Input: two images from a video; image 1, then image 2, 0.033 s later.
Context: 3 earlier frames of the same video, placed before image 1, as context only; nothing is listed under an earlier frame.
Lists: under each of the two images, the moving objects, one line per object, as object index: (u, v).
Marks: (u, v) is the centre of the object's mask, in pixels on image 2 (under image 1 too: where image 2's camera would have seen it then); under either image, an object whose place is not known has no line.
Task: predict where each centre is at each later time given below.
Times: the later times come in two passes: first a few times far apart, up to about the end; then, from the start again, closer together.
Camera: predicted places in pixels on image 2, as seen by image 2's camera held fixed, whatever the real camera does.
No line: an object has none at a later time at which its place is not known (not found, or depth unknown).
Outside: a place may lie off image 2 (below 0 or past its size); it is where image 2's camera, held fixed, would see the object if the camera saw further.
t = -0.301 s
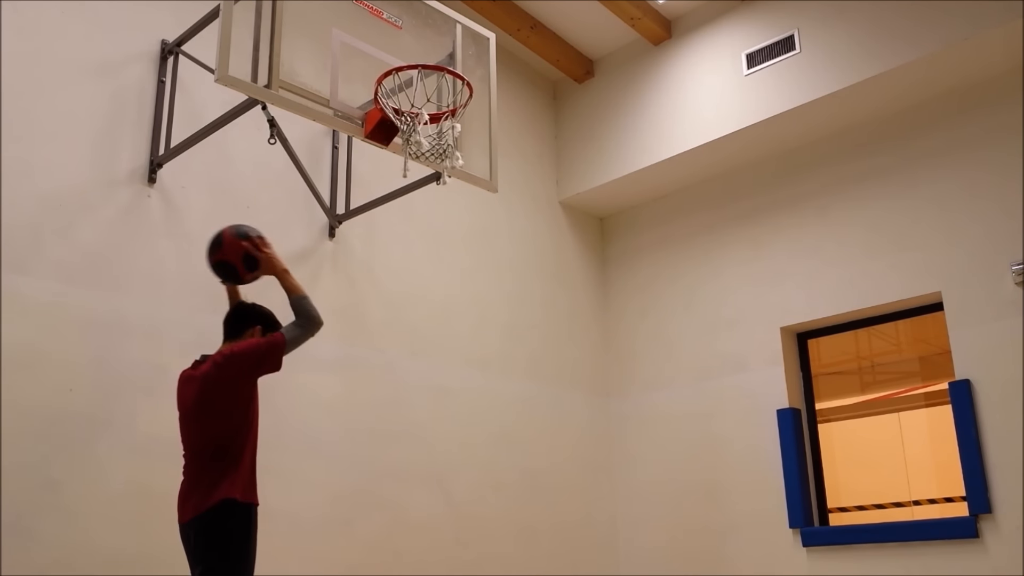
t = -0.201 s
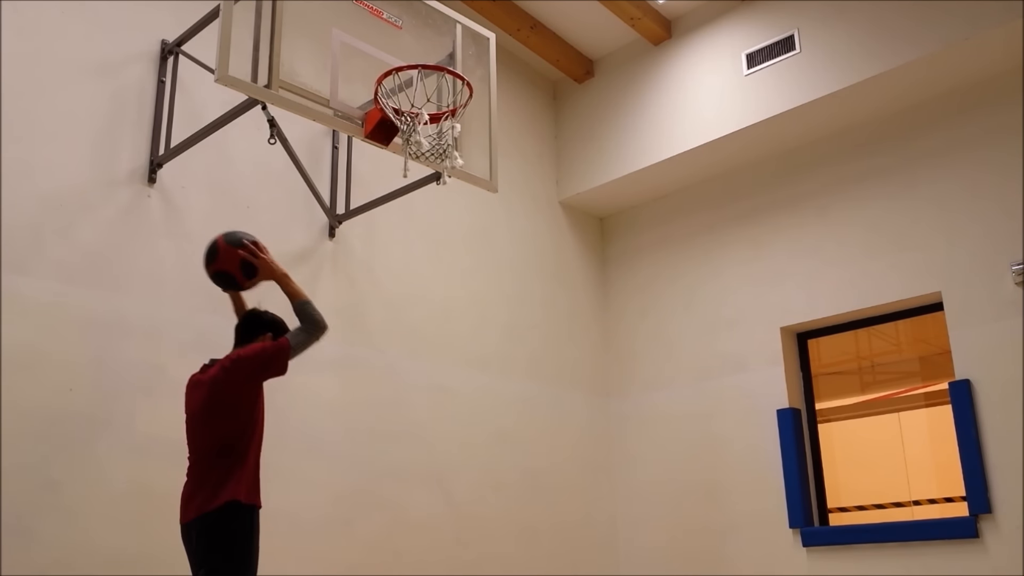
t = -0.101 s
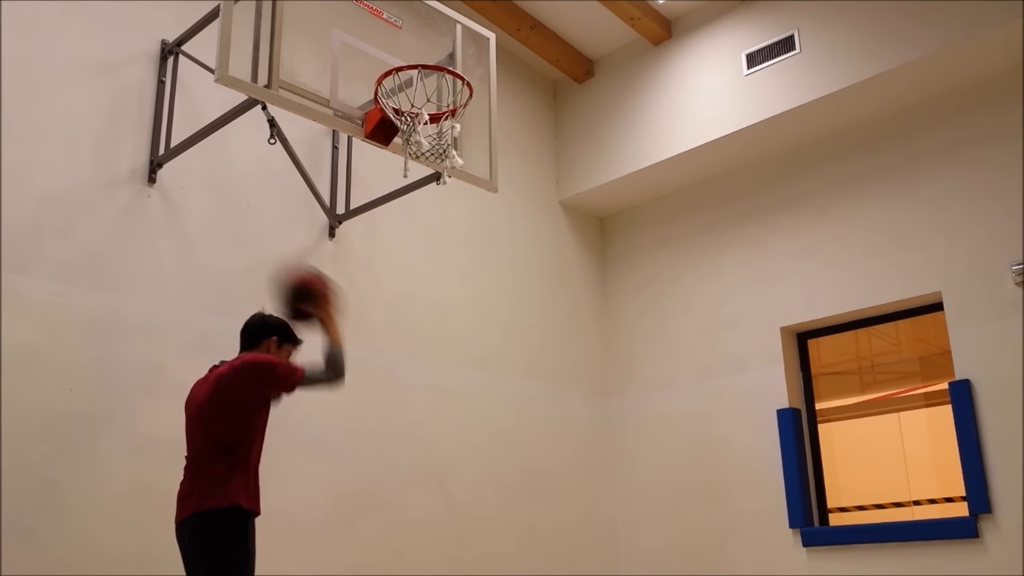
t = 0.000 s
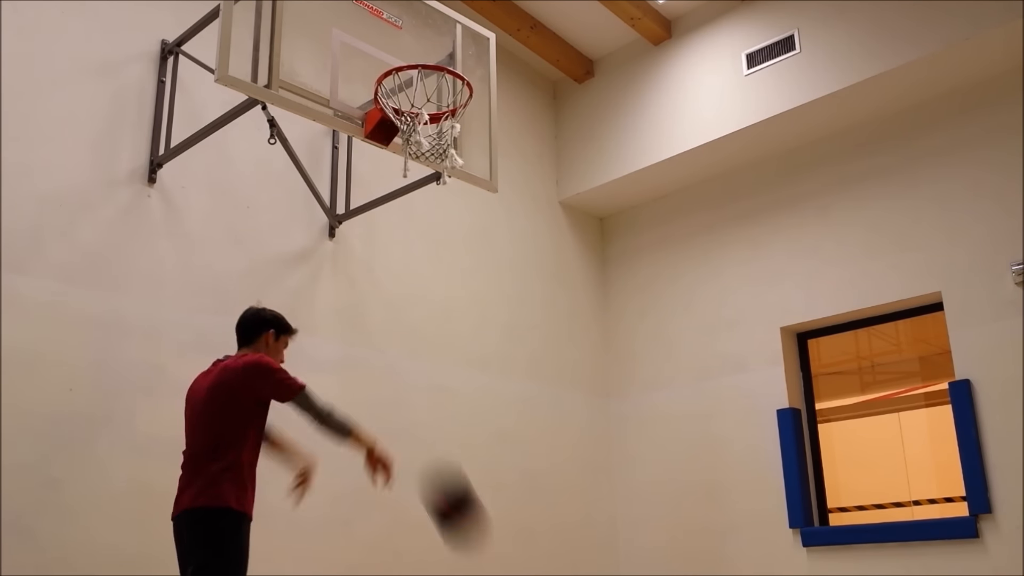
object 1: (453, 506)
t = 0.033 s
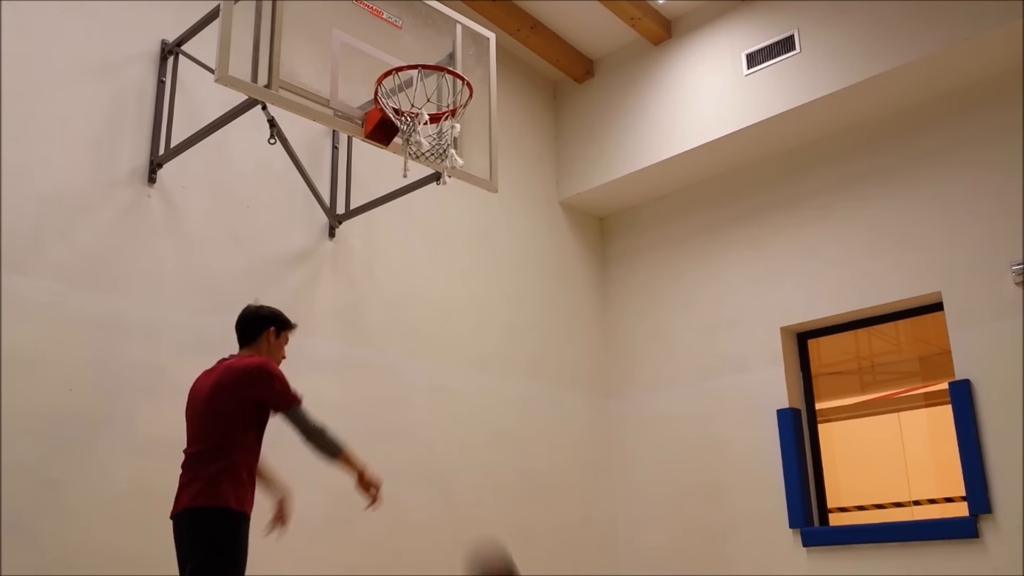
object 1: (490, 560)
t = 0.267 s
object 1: (670, 485)
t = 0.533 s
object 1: (775, 310)
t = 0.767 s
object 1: (675, 177)
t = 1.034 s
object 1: (539, 77)
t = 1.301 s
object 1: (401, 38)
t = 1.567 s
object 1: (406, 41)
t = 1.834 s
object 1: (413, 105)
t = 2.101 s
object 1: (422, 125)
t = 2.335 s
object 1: (456, 194)
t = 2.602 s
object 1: (507, 417)
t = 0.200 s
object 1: (635, 555)
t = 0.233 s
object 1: (653, 520)
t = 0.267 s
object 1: (670, 485)
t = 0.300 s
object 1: (687, 452)
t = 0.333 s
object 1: (703, 424)
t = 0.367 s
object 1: (717, 399)
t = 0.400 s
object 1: (732, 377)
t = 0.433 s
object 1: (745, 358)
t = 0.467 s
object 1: (759, 341)
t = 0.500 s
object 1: (772, 327)
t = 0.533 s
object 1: (775, 310)
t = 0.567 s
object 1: (762, 289)
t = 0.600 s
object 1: (748, 268)
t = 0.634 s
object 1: (734, 248)
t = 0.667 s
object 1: (719, 228)
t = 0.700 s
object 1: (704, 210)
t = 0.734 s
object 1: (690, 193)
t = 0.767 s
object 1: (675, 177)
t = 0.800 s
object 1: (659, 160)
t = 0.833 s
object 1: (643, 145)
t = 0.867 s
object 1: (627, 131)
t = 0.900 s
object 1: (610, 117)
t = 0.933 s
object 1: (593, 105)
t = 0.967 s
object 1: (575, 94)
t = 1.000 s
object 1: (558, 85)
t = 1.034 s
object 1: (539, 77)
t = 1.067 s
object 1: (519, 69)
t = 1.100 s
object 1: (498, 64)
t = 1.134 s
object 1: (476, 58)
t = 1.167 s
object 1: (453, 53)
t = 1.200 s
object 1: (428, 53)
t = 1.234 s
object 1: (416, 45)
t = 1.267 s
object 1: (408, 42)
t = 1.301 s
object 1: (401, 38)
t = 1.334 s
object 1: (394, 36)
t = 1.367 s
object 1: (387, 35)
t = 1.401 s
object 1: (380, 36)
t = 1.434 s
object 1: (374, 38)
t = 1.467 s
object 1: (381, 37)
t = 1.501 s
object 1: (389, 37)
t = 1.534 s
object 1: (398, 38)
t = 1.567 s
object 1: (406, 41)
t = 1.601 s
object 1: (414, 44)
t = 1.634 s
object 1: (422, 49)
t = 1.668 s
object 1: (430, 61)
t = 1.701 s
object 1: (440, 76)
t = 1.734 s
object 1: (447, 88)
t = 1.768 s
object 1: (436, 95)
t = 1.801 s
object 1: (422, 101)
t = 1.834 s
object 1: (413, 105)
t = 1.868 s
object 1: (409, 103)
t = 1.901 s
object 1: (410, 99)
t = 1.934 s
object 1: (410, 101)
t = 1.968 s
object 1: (411, 108)
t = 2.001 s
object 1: (416, 114)
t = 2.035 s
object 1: (412, 116)
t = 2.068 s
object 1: (417, 122)
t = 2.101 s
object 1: (422, 125)
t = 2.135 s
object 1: (430, 135)
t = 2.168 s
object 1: (434, 139)
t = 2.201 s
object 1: (438, 145)
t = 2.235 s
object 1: (440, 155)
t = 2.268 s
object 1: (444, 165)
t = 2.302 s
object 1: (450, 178)
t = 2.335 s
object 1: (456, 194)
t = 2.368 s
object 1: (462, 212)
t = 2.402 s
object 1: (468, 233)
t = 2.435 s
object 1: (474, 255)
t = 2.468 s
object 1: (480, 281)
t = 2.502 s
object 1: (486, 311)
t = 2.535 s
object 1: (493, 342)
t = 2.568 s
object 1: (499, 378)
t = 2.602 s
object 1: (507, 417)
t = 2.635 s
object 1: (513, 460)
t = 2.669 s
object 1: (521, 507)
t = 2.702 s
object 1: (527, 549)
